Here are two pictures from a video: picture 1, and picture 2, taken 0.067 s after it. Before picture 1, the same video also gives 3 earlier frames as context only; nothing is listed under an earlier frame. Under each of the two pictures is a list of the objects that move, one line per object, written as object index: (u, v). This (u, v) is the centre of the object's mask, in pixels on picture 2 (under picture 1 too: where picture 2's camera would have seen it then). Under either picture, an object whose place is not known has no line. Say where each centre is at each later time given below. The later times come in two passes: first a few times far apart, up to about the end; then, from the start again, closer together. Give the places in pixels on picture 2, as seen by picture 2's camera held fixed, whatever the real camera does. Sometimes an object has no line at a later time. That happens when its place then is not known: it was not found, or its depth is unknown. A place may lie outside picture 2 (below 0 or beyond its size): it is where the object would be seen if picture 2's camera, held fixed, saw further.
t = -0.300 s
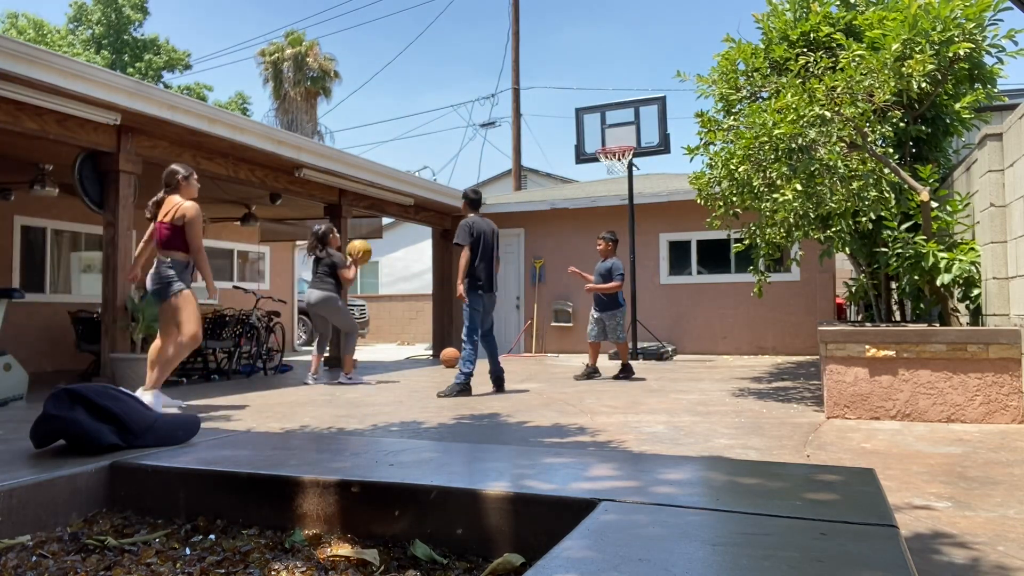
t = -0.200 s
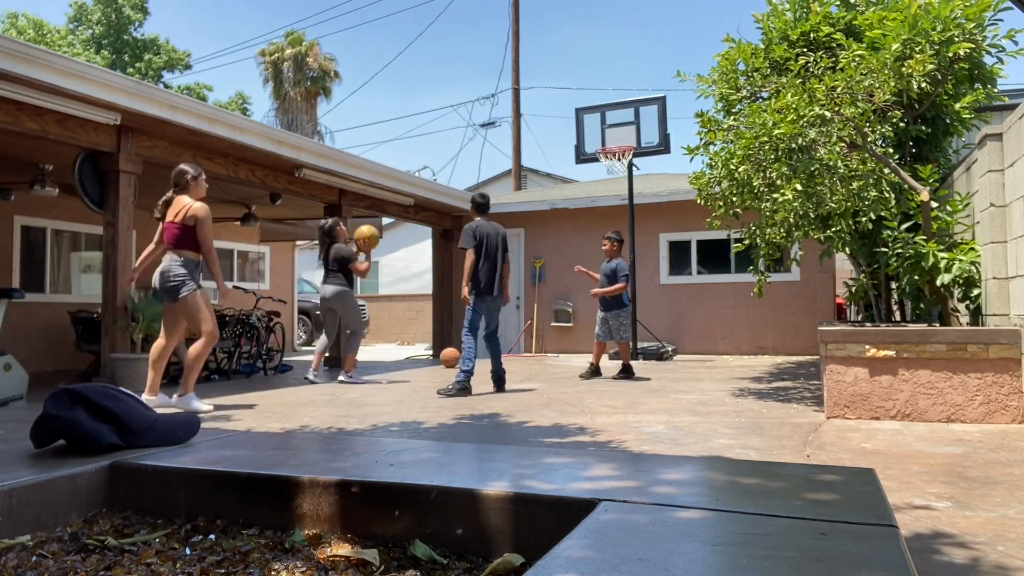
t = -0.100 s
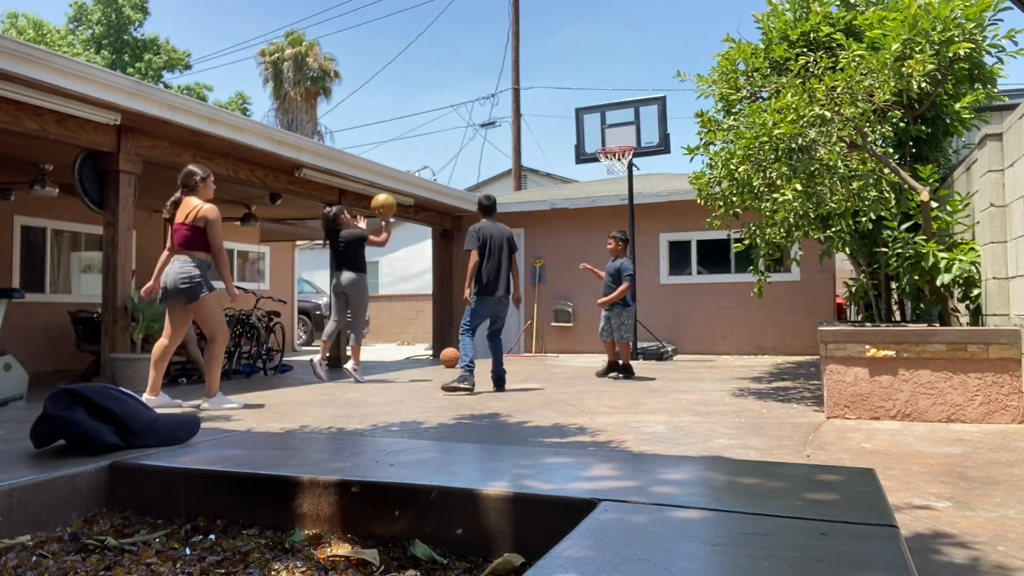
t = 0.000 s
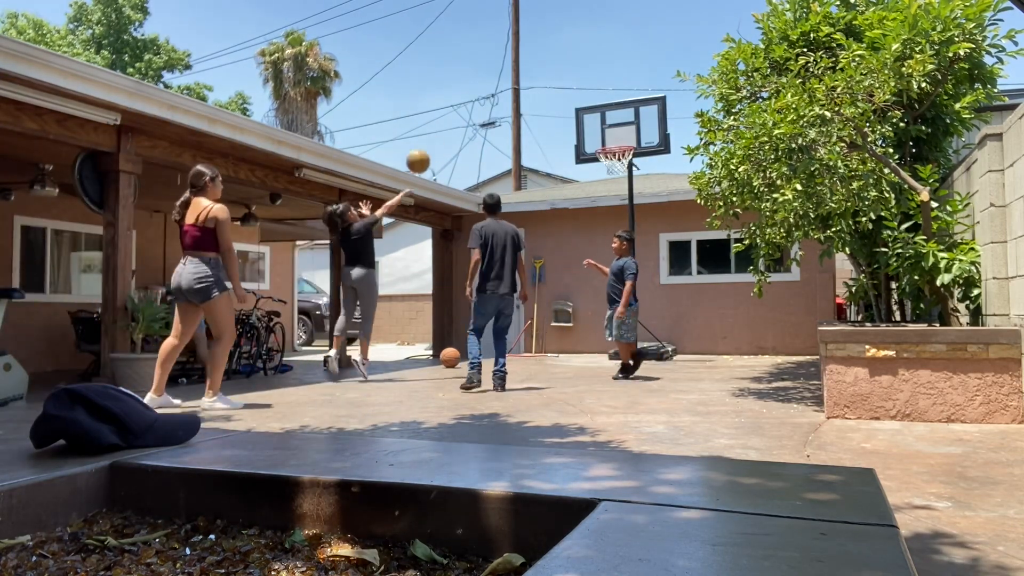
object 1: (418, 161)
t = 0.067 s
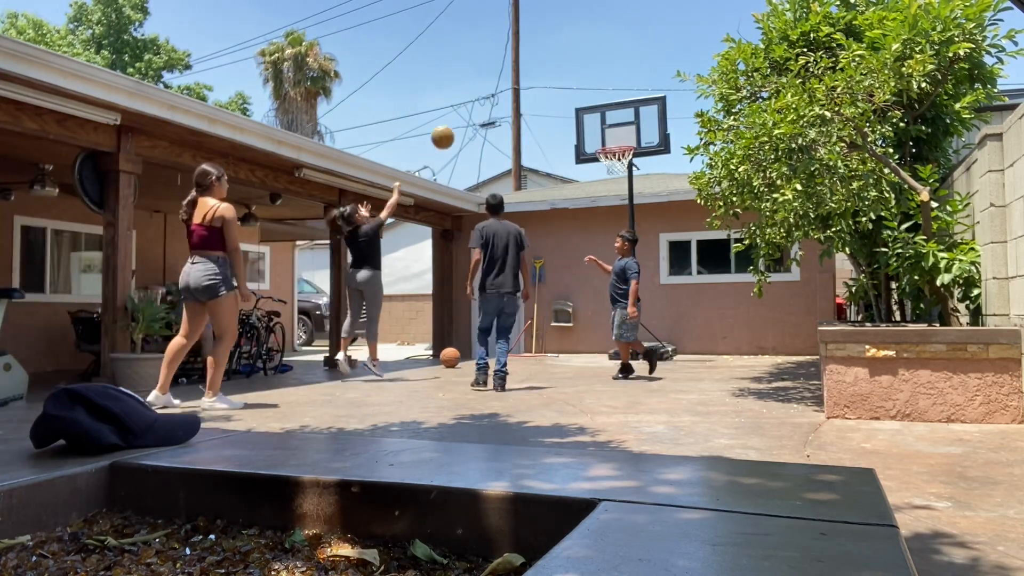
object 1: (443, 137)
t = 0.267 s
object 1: (509, 96)
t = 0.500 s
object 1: (573, 95)
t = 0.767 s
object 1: (631, 139)
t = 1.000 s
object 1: (638, 124)
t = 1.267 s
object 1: (648, 160)
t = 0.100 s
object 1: (454, 127)
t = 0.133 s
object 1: (466, 118)
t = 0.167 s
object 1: (477, 111)
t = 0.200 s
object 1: (488, 105)
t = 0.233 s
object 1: (498, 100)
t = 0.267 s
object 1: (509, 96)
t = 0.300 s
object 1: (519, 93)
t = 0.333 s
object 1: (529, 91)
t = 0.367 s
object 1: (538, 90)
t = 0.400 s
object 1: (547, 90)
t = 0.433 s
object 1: (556, 91)
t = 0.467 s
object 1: (565, 93)
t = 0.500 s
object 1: (573, 95)
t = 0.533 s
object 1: (582, 99)
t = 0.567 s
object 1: (590, 103)
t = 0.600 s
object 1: (598, 108)
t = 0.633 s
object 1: (606, 114)
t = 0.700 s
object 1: (621, 128)
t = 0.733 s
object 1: (629, 136)
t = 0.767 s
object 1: (631, 139)
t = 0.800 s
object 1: (632, 136)
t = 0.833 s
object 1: (632, 131)
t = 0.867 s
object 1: (634, 128)
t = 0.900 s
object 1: (635, 126)
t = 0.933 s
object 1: (636, 125)
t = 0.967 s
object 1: (637, 124)
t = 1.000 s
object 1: (638, 124)
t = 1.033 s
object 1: (639, 125)
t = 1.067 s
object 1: (641, 127)
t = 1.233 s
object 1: (647, 152)
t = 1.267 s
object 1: (648, 160)
